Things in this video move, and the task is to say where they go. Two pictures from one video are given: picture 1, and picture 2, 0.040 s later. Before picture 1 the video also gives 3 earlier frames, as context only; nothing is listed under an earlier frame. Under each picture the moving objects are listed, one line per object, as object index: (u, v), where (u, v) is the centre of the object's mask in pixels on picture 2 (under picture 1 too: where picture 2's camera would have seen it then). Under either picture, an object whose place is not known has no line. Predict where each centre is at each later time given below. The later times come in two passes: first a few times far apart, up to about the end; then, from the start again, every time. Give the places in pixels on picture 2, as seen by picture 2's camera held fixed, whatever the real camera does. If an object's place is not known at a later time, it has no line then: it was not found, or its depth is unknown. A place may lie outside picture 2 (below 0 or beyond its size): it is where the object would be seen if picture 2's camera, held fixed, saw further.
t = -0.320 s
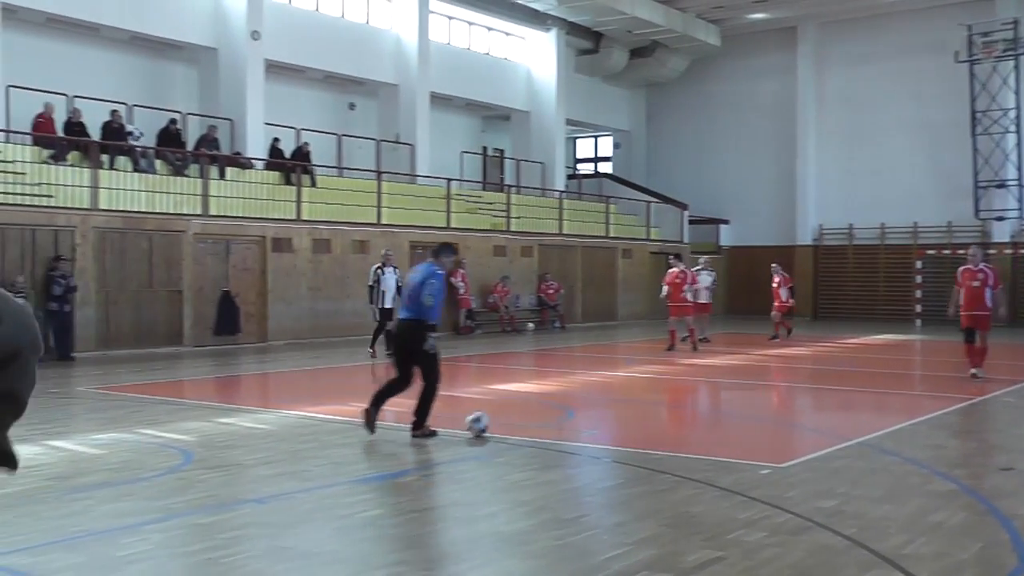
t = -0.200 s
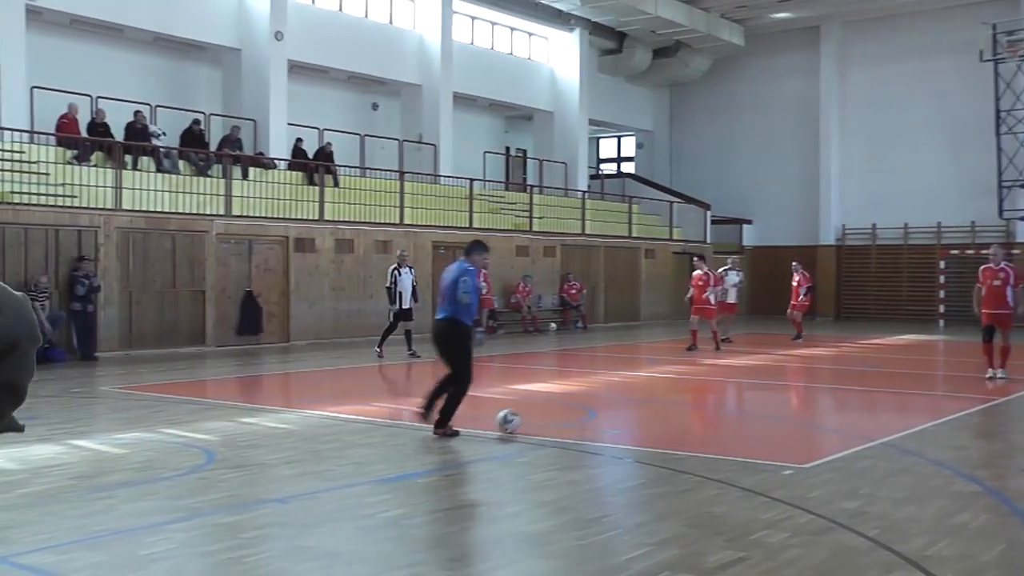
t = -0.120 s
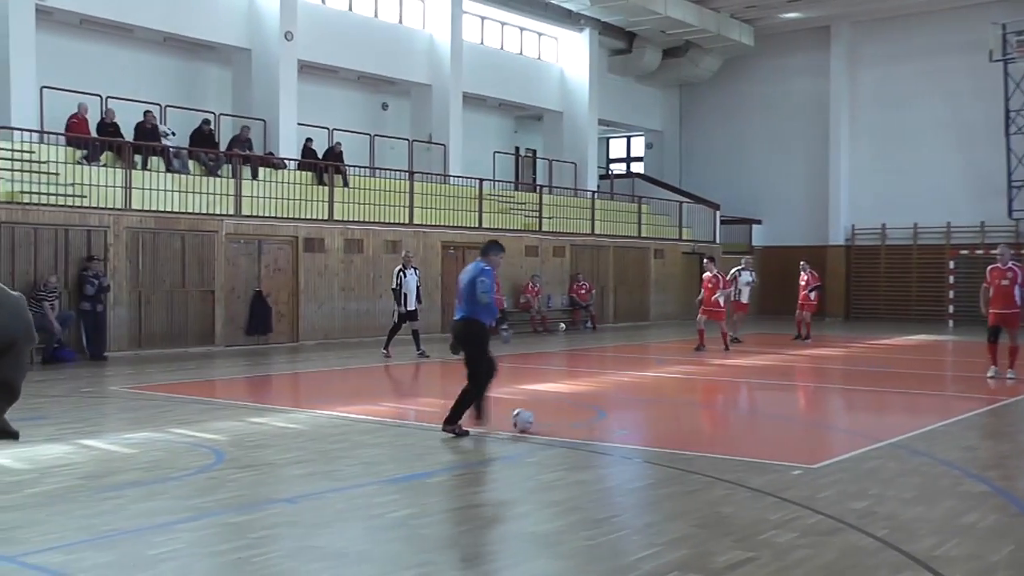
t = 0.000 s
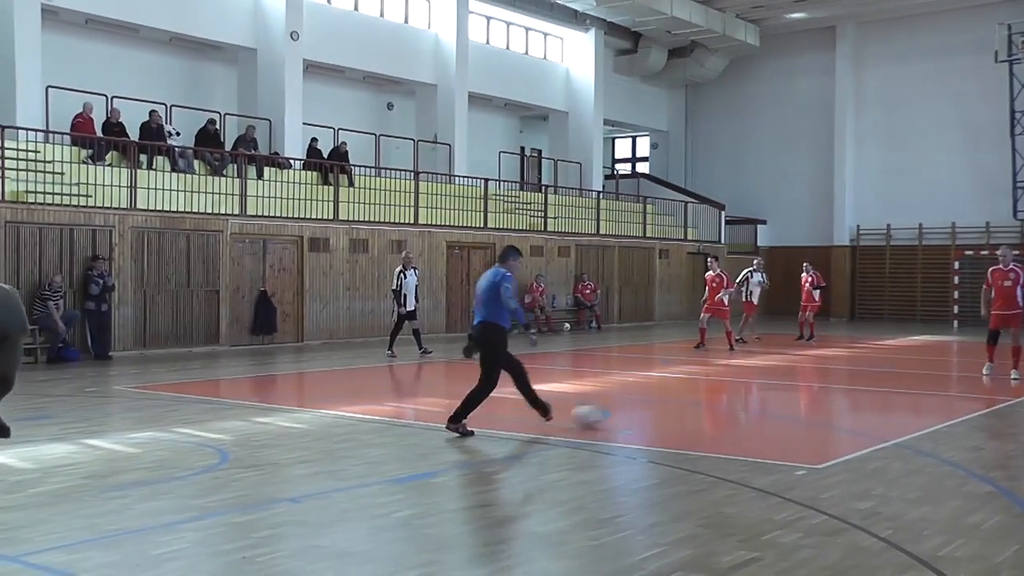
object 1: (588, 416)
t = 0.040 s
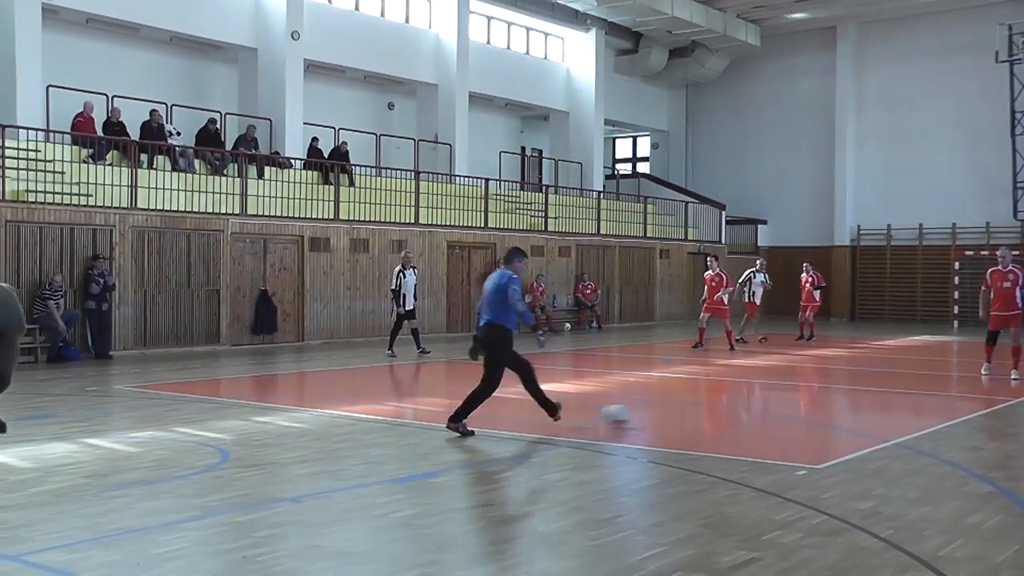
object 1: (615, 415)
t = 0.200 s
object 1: (721, 412)
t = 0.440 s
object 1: (846, 409)
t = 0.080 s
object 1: (645, 413)
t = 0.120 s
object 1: (673, 414)
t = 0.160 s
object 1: (697, 412)
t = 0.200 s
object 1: (721, 412)
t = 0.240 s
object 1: (746, 412)
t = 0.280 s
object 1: (768, 411)
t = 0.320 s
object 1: (789, 411)
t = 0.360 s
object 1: (810, 411)
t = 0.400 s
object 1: (828, 409)
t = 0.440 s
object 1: (846, 409)
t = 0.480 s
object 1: (863, 408)
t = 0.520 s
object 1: (879, 409)
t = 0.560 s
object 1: (893, 408)
